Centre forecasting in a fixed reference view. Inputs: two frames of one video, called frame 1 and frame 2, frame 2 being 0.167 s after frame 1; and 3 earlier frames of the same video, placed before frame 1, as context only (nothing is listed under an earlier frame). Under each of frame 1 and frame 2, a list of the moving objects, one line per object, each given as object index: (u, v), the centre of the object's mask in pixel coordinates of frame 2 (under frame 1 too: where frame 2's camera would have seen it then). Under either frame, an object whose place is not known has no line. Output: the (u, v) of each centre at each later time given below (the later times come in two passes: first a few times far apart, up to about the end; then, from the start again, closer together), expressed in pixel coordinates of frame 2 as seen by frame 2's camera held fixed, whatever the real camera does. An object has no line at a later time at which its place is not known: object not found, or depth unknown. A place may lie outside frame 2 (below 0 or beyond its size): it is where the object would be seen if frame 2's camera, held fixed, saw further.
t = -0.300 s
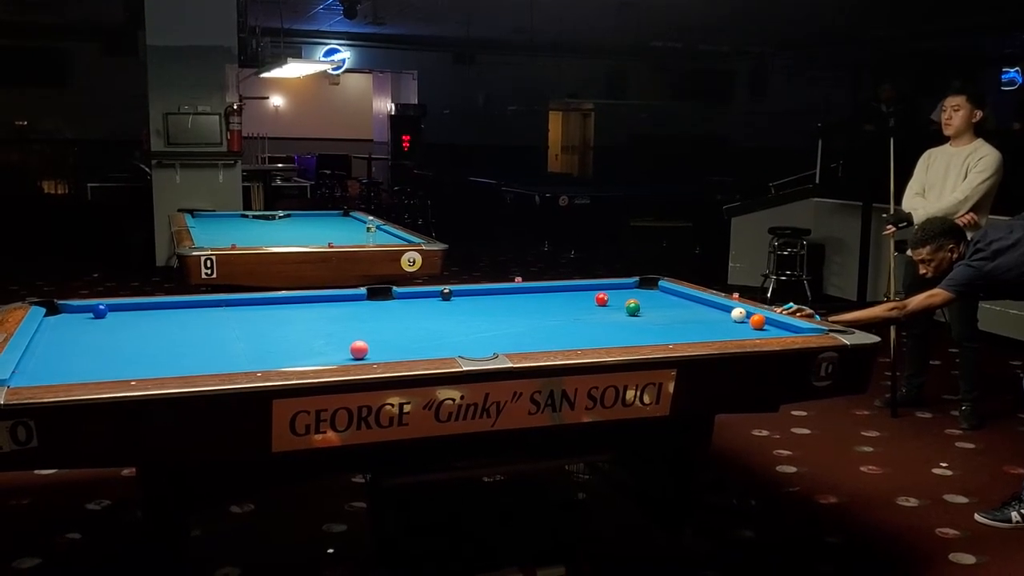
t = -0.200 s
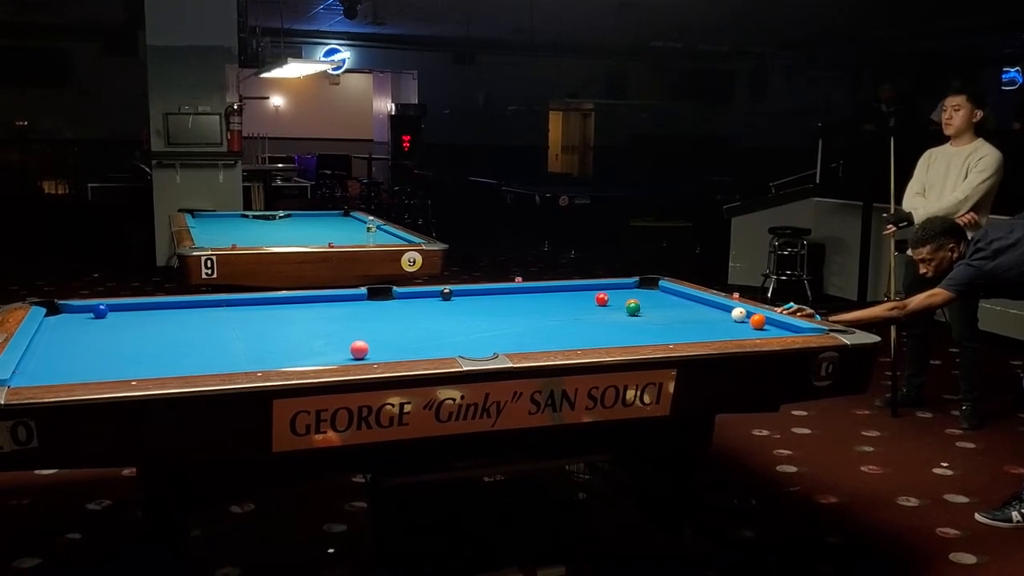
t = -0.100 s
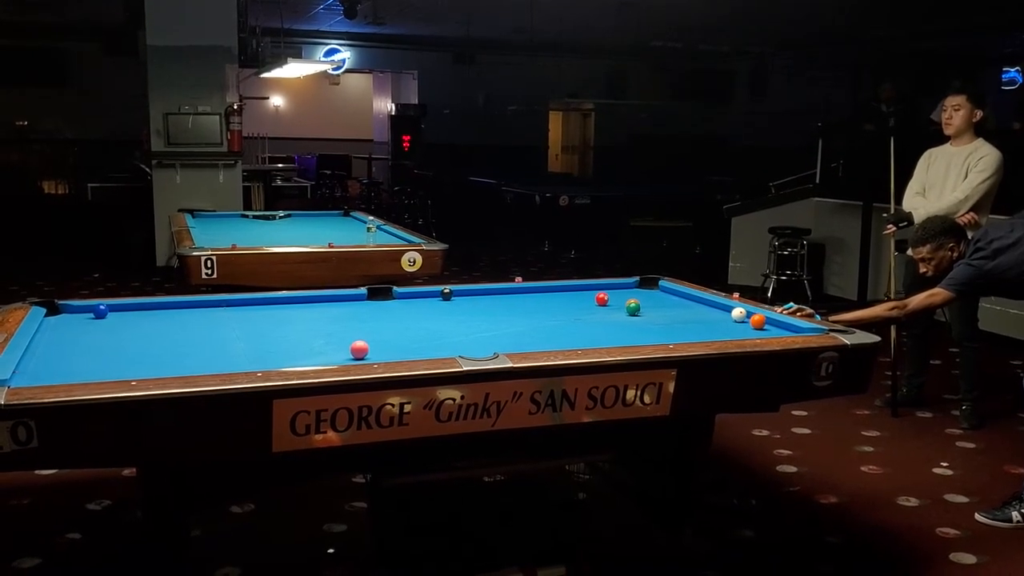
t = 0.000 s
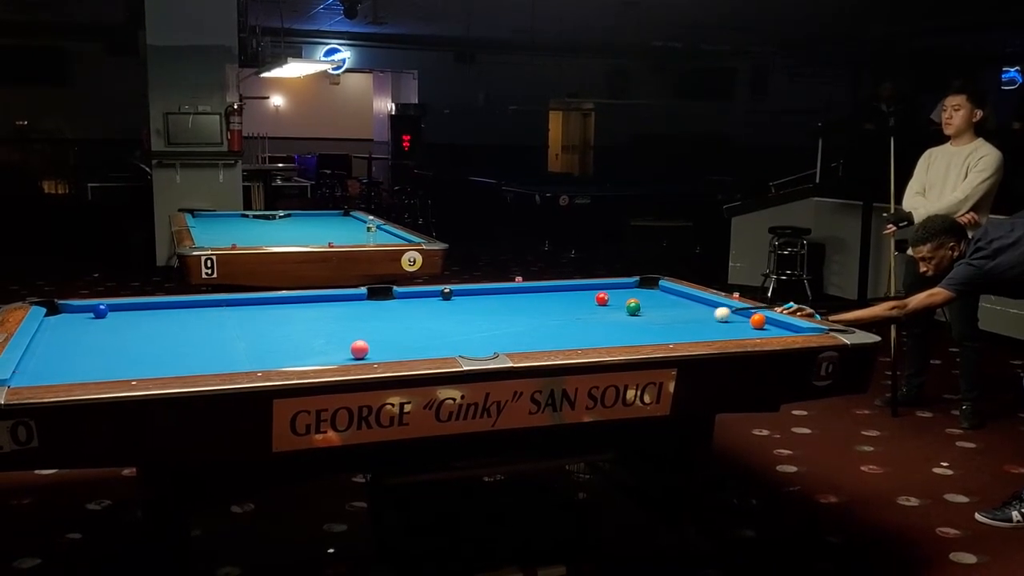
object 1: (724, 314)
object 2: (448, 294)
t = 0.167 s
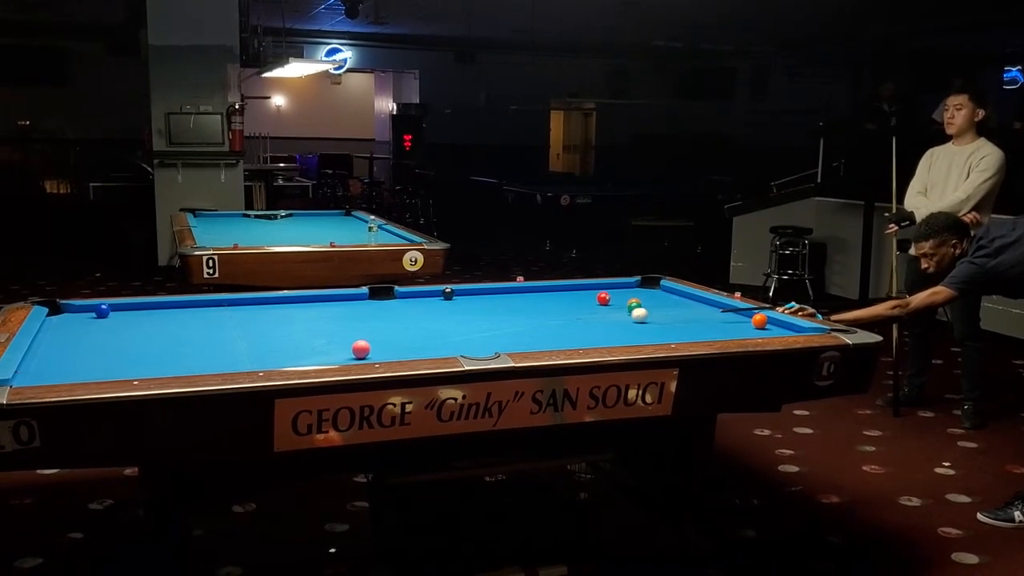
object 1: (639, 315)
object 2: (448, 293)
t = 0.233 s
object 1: (605, 315)
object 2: (448, 293)
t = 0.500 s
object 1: (468, 317)
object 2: (448, 293)
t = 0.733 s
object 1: (345, 319)
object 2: (448, 294)
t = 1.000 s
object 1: (198, 321)
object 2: (448, 294)
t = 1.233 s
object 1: (68, 323)
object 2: (448, 293)
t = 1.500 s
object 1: (129, 317)
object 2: (448, 294)
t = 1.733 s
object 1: (195, 312)
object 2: (448, 293)
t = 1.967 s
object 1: (257, 307)
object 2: (448, 293)
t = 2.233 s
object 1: (322, 303)
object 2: (448, 294)
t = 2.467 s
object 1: (373, 298)
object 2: (448, 293)
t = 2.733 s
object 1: (427, 294)
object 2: (448, 294)
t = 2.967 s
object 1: (440, 292)
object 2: (474, 293)
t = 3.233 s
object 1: (449, 293)
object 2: (504, 292)
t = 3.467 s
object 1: (456, 293)
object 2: (529, 291)
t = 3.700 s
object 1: (463, 294)
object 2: (552, 290)
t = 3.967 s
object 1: (469, 294)
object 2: (578, 289)
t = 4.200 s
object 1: (474, 295)
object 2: (599, 288)
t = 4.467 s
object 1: (478, 295)
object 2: (621, 287)
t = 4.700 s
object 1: (481, 295)
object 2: (642, 287)
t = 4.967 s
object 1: (482, 295)
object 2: (654, 287)
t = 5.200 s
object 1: (483, 295)
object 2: (645, 287)
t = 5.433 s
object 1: (483, 295)
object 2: (636, 288)
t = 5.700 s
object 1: (483, 295)
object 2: (628, 288)
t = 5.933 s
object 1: (483, 295)
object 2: (621, 288)
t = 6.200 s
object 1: (483, 295)
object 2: (614, 288)
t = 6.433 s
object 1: (483, 295)
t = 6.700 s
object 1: (482, 295)
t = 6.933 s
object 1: (483, 295)
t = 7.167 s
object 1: (483, 295)
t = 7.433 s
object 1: (483, 295)
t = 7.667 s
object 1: (483, 295)
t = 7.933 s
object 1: (484, 295)
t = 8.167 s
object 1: (484, 295)
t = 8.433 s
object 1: (483, 295)
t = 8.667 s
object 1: (483, 295)
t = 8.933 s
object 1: (483, 295)
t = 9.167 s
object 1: (484, 295)
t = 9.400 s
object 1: (484, 295)
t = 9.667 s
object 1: (483, 296)
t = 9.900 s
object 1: (483, 296)
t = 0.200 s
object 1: (622, 315)
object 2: (447, 293)
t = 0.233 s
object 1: (605, 315)
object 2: (448, 293)
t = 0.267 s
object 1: (588, 316)
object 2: (448, 293)
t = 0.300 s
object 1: (571, 315)
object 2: (448, 293)
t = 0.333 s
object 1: (554, 316)
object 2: (448, 293)
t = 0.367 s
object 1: (537, 316)
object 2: (448, 293)
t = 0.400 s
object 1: (521, 316)
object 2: (448, 293)
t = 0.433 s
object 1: (503, 316)
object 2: (448, 293)
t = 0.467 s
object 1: (486, 317)
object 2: (448, 293)
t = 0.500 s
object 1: (468, 317)
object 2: (448, 293)
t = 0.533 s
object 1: (451, 317)
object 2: (448, 293)
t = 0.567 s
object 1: (434, 317)
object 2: (448, 293)
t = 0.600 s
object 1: (416, 318)
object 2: (448, 293)
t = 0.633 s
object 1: (399, 318)
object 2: (448, 293)
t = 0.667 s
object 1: (381, 318)
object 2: (447, 293)
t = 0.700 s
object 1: (363, 319)
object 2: (448, 293)
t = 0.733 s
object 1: (345, 319)
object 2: (448, 294)
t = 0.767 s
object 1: (327, 319)
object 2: (448, 293)
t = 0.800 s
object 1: (309, 319)
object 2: (448, 293)
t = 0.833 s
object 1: (291, 320)
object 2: (448, 293)
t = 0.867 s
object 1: (272, 320)
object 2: (448, 293)
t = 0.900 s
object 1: (254, 320)
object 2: (448, 293)
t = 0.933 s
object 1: (236, 321)
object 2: (448, 294)
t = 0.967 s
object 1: (217, 321)
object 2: (448, 294)
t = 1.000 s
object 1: (198, 321)
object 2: (448, 294)
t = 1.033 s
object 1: (180, 322)
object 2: (448, 294)
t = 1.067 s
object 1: (161, 322)
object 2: (448, 294)
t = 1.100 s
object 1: (143, 322)
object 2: (448, 293)
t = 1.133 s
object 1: (124, 322)
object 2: (448, 294)
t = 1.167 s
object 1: (105, 322)
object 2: (448, 294)
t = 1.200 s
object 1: (86, 322)
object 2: (448, 294)
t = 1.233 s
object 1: (68, 323)
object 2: (448, 293)
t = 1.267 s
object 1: (50, 323)
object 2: (448, 293)
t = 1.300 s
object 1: (62, 322)
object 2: (448, 293)
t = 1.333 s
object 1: (75, 321)
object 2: (448, 294)
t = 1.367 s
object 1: (87, 320)
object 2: (448, 294)
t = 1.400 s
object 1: (98, 320)
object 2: (448, 294)
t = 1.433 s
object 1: (108, 319)
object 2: (448, 294)
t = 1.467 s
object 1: (118, 318)
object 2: (448, 294)
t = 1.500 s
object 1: (129, 317)
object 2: (448, 294)
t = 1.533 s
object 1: (138, 316)
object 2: (448, 294)
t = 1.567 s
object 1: (148, 316)
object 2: (448, 294)
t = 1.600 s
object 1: (158, 315)
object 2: (448, 294)
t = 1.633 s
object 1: (167, 314)
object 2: (448, 293)
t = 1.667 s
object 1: (177, 313)
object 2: (448, 293)
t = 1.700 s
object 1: (186, 313)
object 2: (448, 294)
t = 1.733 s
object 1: (195, 312)
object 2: (448, 293)
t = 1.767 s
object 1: (204, 311)
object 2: (448, 294)
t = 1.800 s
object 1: (213, 310)
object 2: (448, 294)
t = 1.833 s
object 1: (223, 310)
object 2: (448, 293)
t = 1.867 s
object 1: (231, 309)
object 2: (448, 294)
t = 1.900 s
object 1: (240, 309)
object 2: (448, 293)
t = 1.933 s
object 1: (249, 308)
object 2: (448, 293)
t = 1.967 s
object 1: (257, 307)
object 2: (448, 293)
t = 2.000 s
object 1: (266, 306)
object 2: (448, 293)
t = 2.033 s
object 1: (274, 306)
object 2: (448, 293)
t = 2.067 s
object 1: (283, 305)
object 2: (448, 293)
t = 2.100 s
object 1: (290, 305)
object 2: (448, 293)
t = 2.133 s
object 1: (298, 304)
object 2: (448, 293)
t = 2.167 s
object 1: (307, 304)
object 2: (448, 294)
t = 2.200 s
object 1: (314, 303)
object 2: (448, 294)
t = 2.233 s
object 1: (322, 303)
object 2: (448, 294)
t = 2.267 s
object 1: (329, 302)
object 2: (448, 293)
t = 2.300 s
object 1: (337, 301)
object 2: (448, 293)
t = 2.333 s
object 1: (345, 300)
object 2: (448, 293)
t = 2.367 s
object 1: (352, 300)
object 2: (448, 294)
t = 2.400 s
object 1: (359, 299)
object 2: (448, 293)
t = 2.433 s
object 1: (366, 299)
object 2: (448, 293)
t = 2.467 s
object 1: (373, 298)
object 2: (448, 293)
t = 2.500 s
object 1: (380, 298)
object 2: (448, 294)
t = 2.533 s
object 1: (387, 297)
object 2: (448, 293)
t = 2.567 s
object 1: (394, 296)
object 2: (448, 294)
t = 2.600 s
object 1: (401, 296)
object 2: (448, 294)
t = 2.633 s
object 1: (408, 295)
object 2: (448, 293)
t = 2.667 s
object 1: (414, 295)
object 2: (448, 294)
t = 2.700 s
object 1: (420, 295)
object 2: (448, 294)
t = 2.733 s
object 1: (427, 294)
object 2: (448, 294)
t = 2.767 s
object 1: (433, 293)
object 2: (448, 293)
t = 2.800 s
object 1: (434, 293)
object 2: (452, 293)
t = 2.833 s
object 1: (435, 293)
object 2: (457, 293)
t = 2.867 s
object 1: (436, 293)
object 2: (462, 293)
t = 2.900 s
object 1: (437, 292)
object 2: (466, 293)
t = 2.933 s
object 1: (438, 292)
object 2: (470, 293)
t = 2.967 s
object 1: (440, 292)
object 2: (474, 293)
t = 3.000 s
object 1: (441, 292)
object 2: (477, 293)
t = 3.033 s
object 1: (442, 292)
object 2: (482, 293)
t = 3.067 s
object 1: (443, 292)
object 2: (485, 292)
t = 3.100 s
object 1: (444, 292)
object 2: (489, 292)
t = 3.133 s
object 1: (445, 293)
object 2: (493, 292)
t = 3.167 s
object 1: (447, 292)
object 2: (497, 292)
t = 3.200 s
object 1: (447, 293)
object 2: (500, 292)
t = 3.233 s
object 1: (449, 293)
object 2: (504, 292)
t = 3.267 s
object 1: (450, 293)
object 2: (508, 291)
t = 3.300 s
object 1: (451, 293)
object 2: (511, 291)
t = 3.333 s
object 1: (452, 293)
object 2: (514, 291)
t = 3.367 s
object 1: (453, 293)
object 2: (518, 291)
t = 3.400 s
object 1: (454, 293)
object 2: (522, 291)
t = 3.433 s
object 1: (455, 293)
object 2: (526, 291)
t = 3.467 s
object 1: (456, 293)
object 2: (529, 291)
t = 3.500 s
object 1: (457, 293)
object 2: (532, 291)
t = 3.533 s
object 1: (458, 294)
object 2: (536, 291)
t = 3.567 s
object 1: (459, 293)
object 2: (539, 291)
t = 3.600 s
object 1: (460, 294)
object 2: (543, 290)
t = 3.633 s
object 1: (461, 294)
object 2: (546, 290)
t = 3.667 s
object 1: (462, 294)
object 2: (549, 290)
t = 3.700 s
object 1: (463, 294)
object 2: (552, 290)
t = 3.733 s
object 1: (464, 294)
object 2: (556, 290)
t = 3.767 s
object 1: (464, 294)
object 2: (559, 290)
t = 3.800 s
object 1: (465, 294)
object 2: (562, 290)
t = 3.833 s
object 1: (466, 294)
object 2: (565, 290)
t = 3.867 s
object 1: (467, 294)
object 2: (568, 290)
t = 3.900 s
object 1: (468, 294)
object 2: (572, 289)
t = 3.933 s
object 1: (469, 294)
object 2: (575, 289)
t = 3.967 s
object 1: (469, 294)
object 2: (578, 289)
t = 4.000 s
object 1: (470, 294)
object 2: (581, 289)
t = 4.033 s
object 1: (470, 295)
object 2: (584, 289)
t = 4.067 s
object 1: (471, 295)
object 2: (587, 289)
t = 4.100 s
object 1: (472, 295)
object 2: (590, 289)
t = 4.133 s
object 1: (472, 295)
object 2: (592, 289)
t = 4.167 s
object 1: (473, 295)
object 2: (595, 288)
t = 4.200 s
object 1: (474, 295)
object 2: (599, 288)
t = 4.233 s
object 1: (475, 295)
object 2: (601, 287)
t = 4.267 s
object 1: (475, 295)
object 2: (604, 287)
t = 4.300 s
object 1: (475, 295)
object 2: (608, 287)
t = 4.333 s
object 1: (476, 295)
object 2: (610, 288)
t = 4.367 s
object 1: (477, 295)
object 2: (613, 288)
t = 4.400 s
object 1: (477, 295)
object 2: (616, 287)
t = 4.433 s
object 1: (478, 295)
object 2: (619, 288)
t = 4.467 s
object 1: (478, 295)
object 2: (621, 287)
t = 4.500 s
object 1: (479, 295)
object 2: (624, 287)
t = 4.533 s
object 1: (479, 295)
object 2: (626, 287)
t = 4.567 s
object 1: (480, 295)
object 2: (629, 287)
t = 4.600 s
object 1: (480, 295)
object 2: (632, 287)
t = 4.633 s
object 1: (480, 295)
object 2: (637, 287)
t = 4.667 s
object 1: (481, 295)
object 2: (639, 286)
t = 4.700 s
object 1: (481, 295)
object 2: (642, 287)
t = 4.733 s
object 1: (481, 295)
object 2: (644, 287)
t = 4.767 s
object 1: (481, 295)
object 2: (647, 286)
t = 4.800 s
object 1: (482, 295)
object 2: (650, 286)
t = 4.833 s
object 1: (482, 295)
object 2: (653, 286)
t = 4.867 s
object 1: (482, 296)
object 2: (655, 286)
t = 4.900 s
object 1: (482, 295)
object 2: (657, 286)
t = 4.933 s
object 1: (482, 295)
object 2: (655, 287)
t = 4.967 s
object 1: (482, 295)
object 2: (654, 287)
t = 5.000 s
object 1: (483, 295)
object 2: (653, 286)
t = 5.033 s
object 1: (483, 295)
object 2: (651, 287)
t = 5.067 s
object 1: (483, 295)
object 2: (650, 287)
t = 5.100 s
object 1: (483, 295)
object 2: (648, 287)
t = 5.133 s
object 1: (483, 295)
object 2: (647, 287)
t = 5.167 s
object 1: (483, 295)
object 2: (646, 287)
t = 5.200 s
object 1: (483, 295)
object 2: (645, 287)
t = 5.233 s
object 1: (483, 295)
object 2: (643, 287)
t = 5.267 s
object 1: (483, 295)
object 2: (642, 287)
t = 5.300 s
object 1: (483, 295)
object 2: (641, 287)
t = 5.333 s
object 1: (483, 295)
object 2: (639, 287)
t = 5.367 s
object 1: (483, 295)
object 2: (638, 287)
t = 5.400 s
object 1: (483, 295)
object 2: (638, 288)
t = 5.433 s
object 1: (483, 295)
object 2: (636, 288)
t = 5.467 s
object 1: (483, 295)
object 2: (635, 288)
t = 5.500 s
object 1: (483, 295)
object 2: (635, 288)
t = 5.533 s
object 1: (483, 295)
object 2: (633, 288)
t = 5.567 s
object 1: (483, 296)
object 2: (632, 288)
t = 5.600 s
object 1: (483, 296)
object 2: (631, 288)
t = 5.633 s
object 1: (483, 295)
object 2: (630, 288)
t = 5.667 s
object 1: (483, 295)
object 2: (629, 288)
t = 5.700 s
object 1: (483, 295)
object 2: (628, 288)
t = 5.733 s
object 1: (483, 296)
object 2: (626, 288)
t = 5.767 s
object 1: (483, 295)
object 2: (625, 288)
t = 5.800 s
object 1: (483, 296)
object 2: (624, 288)
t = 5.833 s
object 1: (483, 295)
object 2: (623, 288)
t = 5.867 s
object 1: (483, 295)
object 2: (623, 288)
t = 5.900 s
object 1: (483, 295)
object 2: (622, 288)
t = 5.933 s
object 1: (483, 295)
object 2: (621, 288)
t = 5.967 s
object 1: (483, 295)
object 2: (620, 288)
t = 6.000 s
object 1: (483, 295)
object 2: (619, 288)
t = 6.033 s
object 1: (483, 295)
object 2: (618, 288)
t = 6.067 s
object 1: (483, 295)
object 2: (617, 288)
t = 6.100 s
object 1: (483, 295)
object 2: (616, 289)
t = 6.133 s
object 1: (483, 295)
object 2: (616, 288)
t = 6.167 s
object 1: (483, 295)
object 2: (615, 288)
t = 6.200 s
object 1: (483, 295)
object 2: (614, 288)
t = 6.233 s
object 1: (482, 295)
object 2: (613, 288)
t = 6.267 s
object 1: (483, 295)
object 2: (612, 288)
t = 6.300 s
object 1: (483, 295)
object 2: (612, 288)
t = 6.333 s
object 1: (483, 295)
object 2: (611, 288)
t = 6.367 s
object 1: (482, 295)
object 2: (611, 288)
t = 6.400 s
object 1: (483, 295)
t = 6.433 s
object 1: (483, 295)
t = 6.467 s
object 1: (483, 295)
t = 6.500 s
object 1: (483, 295)
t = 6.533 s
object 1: (483, 295)
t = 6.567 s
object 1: (483, 295)
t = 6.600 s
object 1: (483, 295)
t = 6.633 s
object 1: (483, 295)
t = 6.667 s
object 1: (483, 295)
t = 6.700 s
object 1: (482, 295)
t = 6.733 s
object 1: (483, 295)
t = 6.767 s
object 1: (483, 295)
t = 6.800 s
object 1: (482, 295)
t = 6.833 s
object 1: (482, 295)
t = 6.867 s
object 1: (483, 295)
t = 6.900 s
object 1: (483, 295)
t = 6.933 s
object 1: (483, 295)
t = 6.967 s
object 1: (483, 295)
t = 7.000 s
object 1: (483, 295)
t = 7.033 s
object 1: (483, 295)
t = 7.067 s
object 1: (483, 295)
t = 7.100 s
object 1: (483, 295)
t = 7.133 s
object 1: (483, 296)
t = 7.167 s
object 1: (483, 295)
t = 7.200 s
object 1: (483, 295)
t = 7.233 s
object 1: (483, 295)
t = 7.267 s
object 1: (483, 296)
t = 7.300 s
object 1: (483, 296)
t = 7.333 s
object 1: (483, 295)
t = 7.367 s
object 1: (483, 295)
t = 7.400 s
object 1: (483, 295)
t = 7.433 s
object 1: (483, 295)
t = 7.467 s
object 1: (483, 295)
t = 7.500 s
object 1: (484, 295)
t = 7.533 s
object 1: (484, 295)
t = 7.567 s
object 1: (484, 295)
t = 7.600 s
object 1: (483, 295)
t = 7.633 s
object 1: (484, 295)
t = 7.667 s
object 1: (483, 295)
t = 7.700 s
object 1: (483, 296)
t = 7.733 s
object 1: (483, 296)
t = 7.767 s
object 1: (483, 295)
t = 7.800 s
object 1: (483, 296)
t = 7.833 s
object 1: (483, 295)
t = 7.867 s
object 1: (483, 295)
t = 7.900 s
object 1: (484, 295)
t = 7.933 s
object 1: (484, 295)
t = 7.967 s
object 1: (483, 295)
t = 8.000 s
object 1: (484, 295)
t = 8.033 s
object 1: (483, 295)
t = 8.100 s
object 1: (484, 295)
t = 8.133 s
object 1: (483, 295)
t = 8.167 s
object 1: (484, 295)
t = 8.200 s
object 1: (483, 295)
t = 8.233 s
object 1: (483, 295)
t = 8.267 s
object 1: (483, 295)
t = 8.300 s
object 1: (483, 295)
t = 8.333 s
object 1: (483, 295)
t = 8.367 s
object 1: (483, 295)
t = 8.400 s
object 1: (483, 295)
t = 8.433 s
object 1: (483, 295)
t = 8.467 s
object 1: (484, 295)
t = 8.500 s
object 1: (483, 295)
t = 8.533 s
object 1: (483, 295)
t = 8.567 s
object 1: (483, 295)
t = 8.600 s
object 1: (483, 295)
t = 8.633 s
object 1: (483, 296)
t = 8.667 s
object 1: (483, 295)
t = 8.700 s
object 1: (483, 295)
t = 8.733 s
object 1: (483, 295)
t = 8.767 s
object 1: (483, 295)
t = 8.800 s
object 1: (483, 295)
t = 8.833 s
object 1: (484, 295)
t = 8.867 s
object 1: (483, 295)
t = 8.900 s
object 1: (483, 295)
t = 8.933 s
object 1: (483, 295)
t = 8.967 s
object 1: (483, 295)
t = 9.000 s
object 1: (483, 296)
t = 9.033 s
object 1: (483, 296)
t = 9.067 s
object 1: (484, 295)
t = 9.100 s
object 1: (483, 296)
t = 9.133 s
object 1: (483, 296)
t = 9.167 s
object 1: (484, 295)
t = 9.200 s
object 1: (483, 296)
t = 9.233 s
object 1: (483, 296)
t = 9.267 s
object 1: (484, 295)
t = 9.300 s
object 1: (484, 295)
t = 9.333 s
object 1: (483, 296)
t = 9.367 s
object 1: (483, 296)
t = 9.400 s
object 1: (484, 295)
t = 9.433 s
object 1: (484, 295)
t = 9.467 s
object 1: (483, 296)
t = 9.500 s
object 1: (484, 295)
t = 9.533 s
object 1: (484, 295)
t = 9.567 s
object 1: (484, 295)
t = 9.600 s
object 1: (484, 295)
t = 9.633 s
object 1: (484, 295)
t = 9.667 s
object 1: (483, 296)
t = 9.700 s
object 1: (484, 295)
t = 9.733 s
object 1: (484, 295)
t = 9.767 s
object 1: (483, 296)
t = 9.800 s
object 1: (483, 296)
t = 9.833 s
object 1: (483, 296)
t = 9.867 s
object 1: (483, 296)
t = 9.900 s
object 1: (483, 296)
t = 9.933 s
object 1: (483, 296)
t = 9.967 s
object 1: (484, 295)
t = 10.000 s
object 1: (483, 296)
